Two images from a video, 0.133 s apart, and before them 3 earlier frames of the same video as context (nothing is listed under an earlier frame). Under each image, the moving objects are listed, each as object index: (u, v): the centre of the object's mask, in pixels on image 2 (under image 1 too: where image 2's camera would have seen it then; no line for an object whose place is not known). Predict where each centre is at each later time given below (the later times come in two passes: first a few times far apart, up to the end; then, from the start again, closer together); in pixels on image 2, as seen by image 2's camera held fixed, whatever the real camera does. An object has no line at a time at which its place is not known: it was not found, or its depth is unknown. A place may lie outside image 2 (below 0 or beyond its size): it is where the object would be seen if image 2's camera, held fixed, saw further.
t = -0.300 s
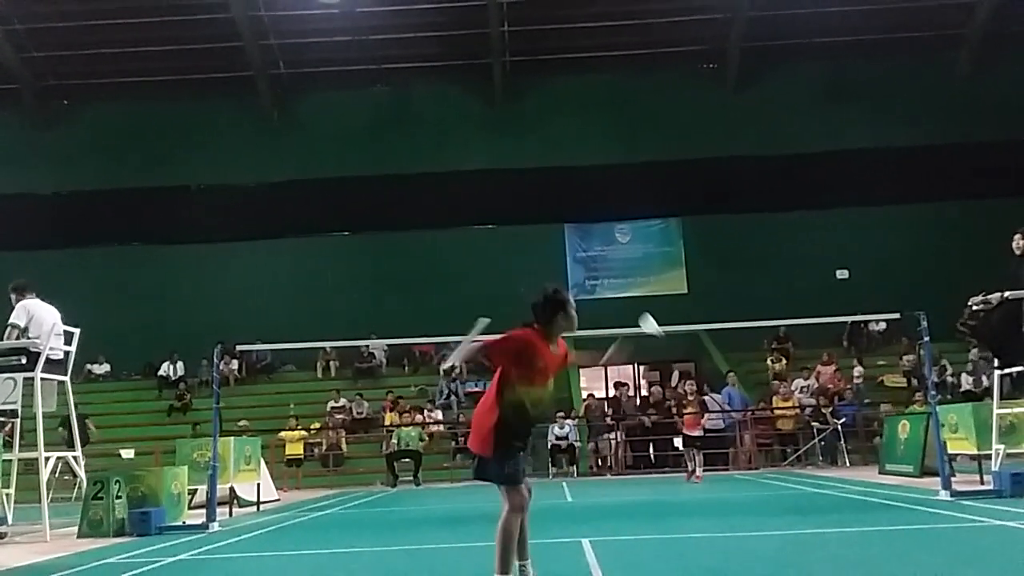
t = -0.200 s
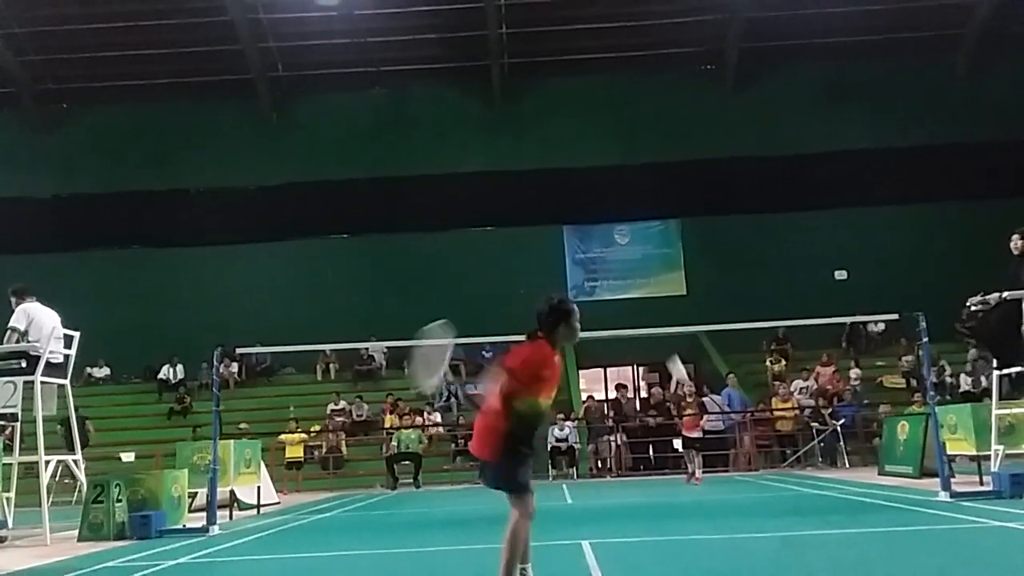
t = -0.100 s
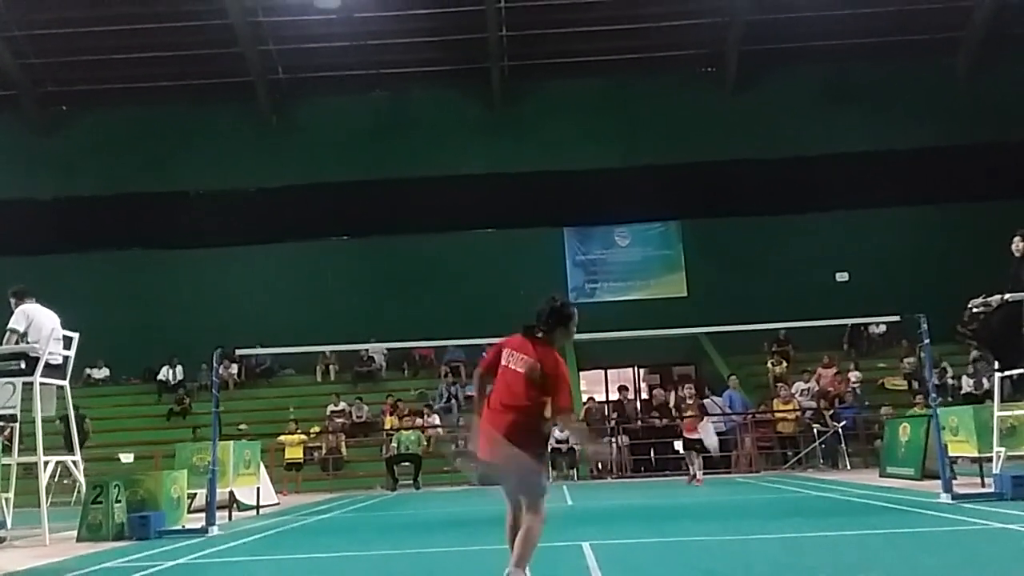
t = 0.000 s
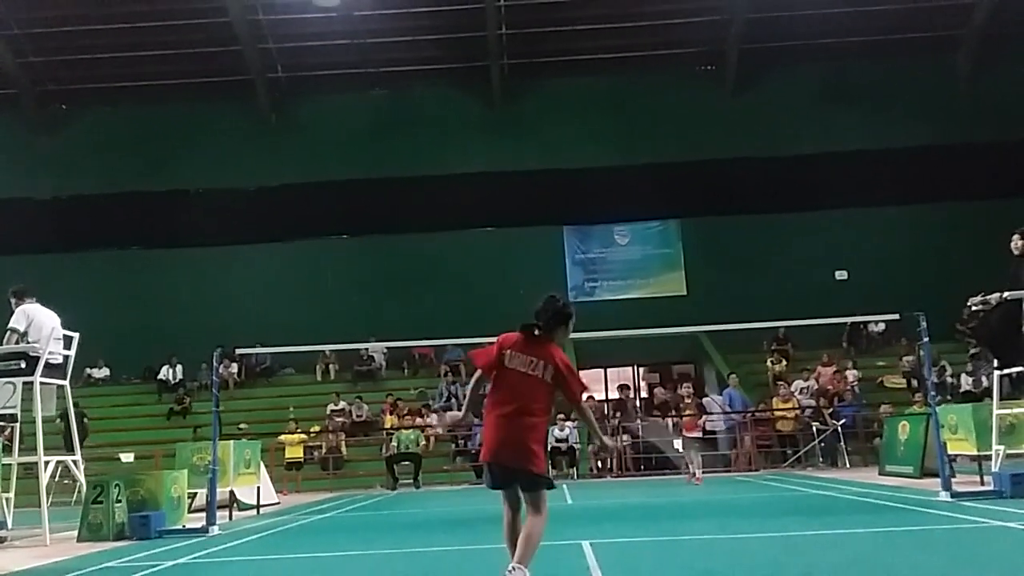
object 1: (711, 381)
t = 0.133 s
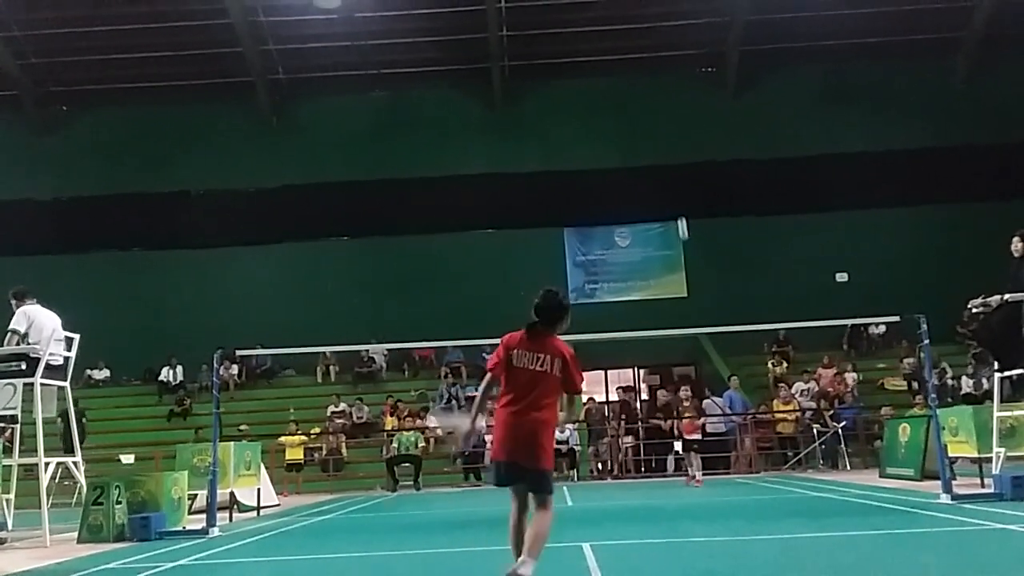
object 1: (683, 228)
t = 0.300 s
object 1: (671, 174)
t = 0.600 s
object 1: (668, 179)
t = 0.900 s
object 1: (675, 234)
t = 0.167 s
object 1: (679, 210)
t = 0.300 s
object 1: (671, 174)
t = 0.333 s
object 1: (670, 170)
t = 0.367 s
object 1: (669, 169)
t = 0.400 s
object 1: (669, 168)
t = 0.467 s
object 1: (668, 169)
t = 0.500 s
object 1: (668, 170)
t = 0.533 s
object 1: (668, 172)
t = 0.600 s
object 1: (668, 179)
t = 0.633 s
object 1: (668, 183)
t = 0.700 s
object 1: (670, 193)
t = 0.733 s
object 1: (670, 199)
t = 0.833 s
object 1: (673, 219)
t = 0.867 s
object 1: (674, 227)
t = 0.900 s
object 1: (675, 234)
